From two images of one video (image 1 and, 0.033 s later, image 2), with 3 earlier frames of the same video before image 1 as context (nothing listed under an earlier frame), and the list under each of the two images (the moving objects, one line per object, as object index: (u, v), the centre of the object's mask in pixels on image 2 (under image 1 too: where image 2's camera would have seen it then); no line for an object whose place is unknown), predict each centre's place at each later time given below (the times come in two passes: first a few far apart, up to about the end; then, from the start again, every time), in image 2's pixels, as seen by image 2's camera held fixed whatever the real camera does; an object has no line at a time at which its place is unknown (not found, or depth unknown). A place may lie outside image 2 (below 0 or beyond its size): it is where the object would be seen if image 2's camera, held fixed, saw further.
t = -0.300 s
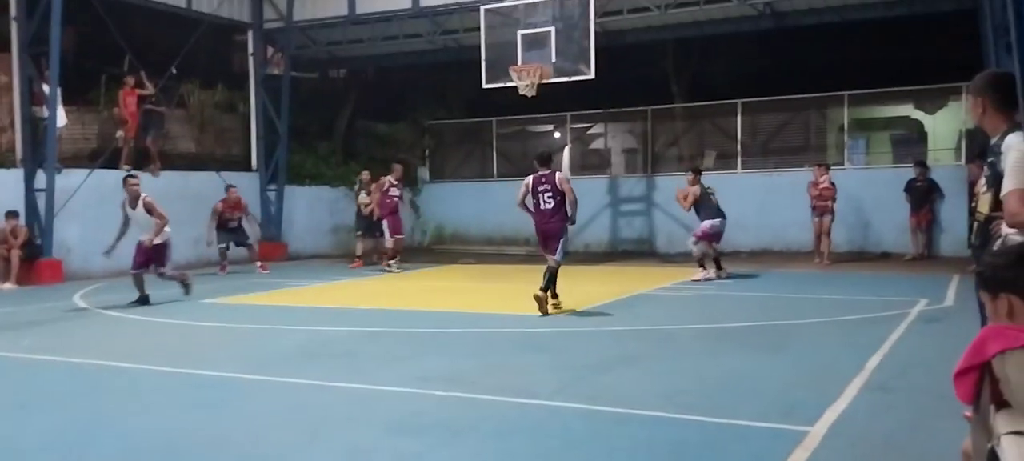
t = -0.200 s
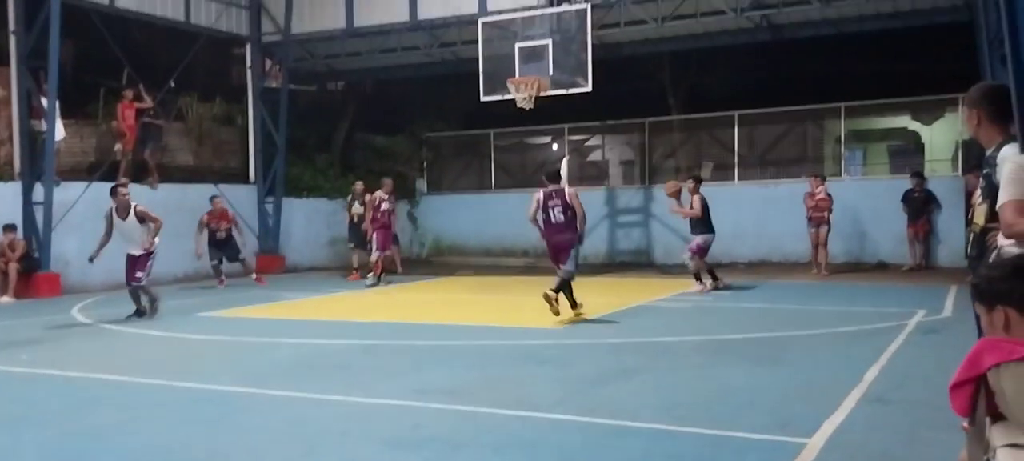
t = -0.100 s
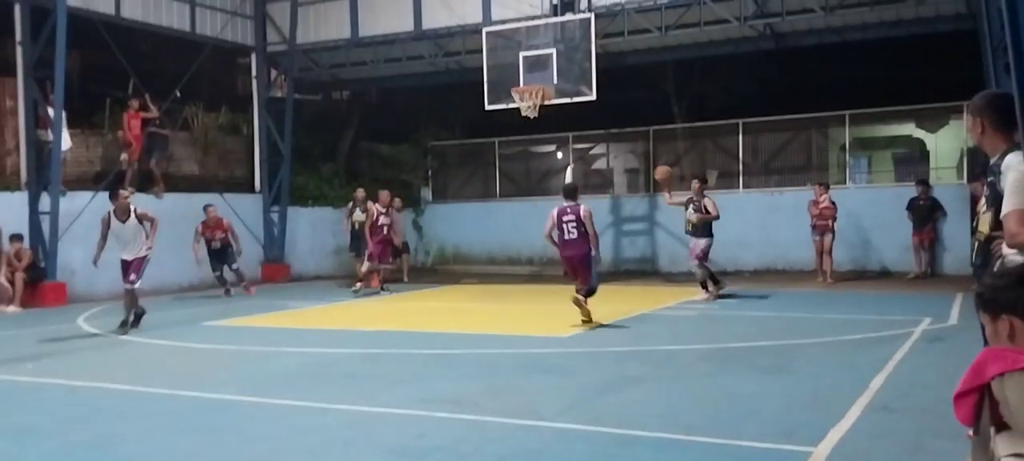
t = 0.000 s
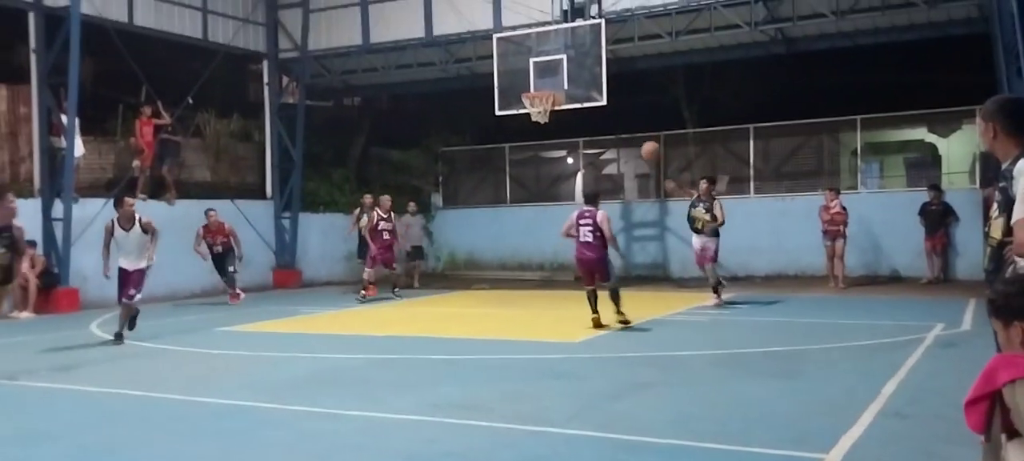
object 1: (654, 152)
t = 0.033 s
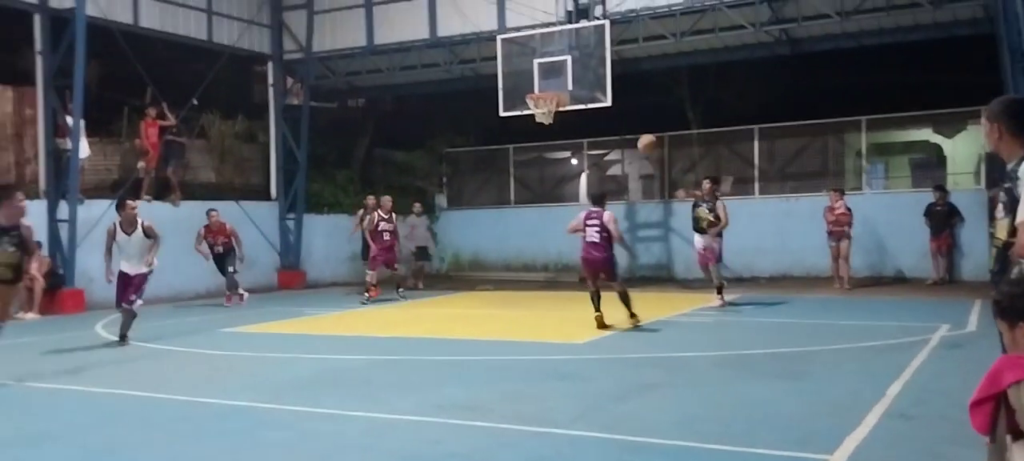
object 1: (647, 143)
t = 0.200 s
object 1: (599, 111)
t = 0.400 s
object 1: (516, 88)
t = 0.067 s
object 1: (639, 136)
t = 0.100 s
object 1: (630, 129)
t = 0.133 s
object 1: (620, 123)
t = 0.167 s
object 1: (610, 117)
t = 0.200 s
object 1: (599, 111)
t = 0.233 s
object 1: (588, 105)
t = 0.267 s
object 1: (575, 100)
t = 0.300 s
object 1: (563, 96)
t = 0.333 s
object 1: (549, 92)
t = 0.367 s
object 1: (532, 89)
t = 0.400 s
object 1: (516, 88)
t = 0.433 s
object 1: (497, 89)
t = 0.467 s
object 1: (478, 90)
